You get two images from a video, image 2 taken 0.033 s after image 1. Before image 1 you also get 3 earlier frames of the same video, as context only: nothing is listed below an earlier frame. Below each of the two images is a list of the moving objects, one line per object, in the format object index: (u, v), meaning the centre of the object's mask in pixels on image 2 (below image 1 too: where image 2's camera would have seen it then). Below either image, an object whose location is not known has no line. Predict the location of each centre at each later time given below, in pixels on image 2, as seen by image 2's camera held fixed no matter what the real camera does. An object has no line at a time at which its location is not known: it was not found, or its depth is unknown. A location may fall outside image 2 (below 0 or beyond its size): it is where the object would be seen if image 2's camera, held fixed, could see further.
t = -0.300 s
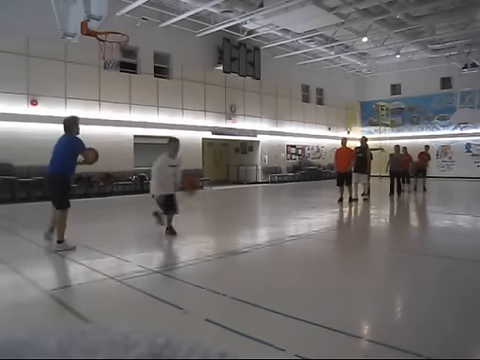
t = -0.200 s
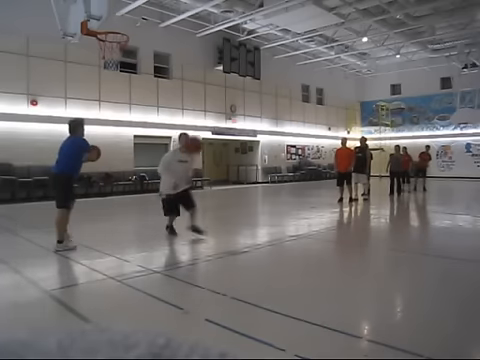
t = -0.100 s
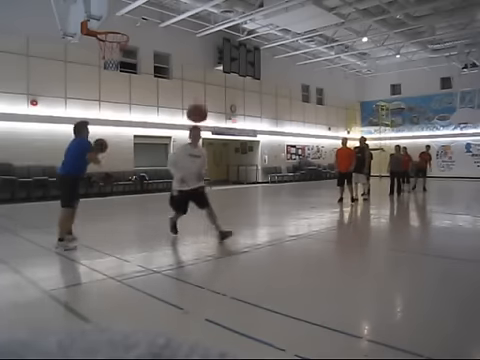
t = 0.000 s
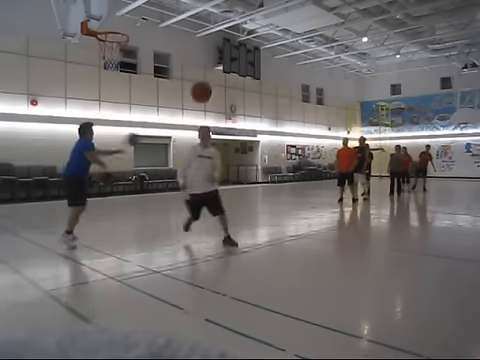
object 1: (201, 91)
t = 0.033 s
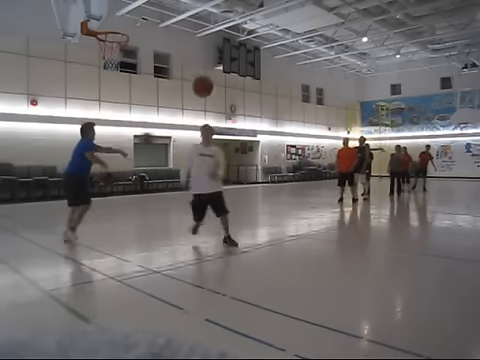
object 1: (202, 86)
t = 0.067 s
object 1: (204, 82)
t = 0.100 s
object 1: (205, 78)
